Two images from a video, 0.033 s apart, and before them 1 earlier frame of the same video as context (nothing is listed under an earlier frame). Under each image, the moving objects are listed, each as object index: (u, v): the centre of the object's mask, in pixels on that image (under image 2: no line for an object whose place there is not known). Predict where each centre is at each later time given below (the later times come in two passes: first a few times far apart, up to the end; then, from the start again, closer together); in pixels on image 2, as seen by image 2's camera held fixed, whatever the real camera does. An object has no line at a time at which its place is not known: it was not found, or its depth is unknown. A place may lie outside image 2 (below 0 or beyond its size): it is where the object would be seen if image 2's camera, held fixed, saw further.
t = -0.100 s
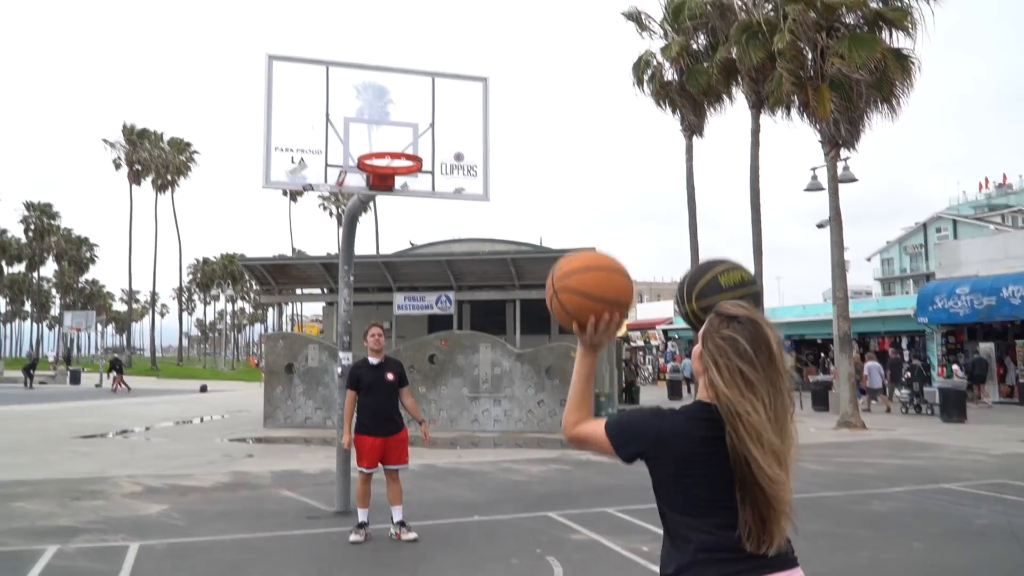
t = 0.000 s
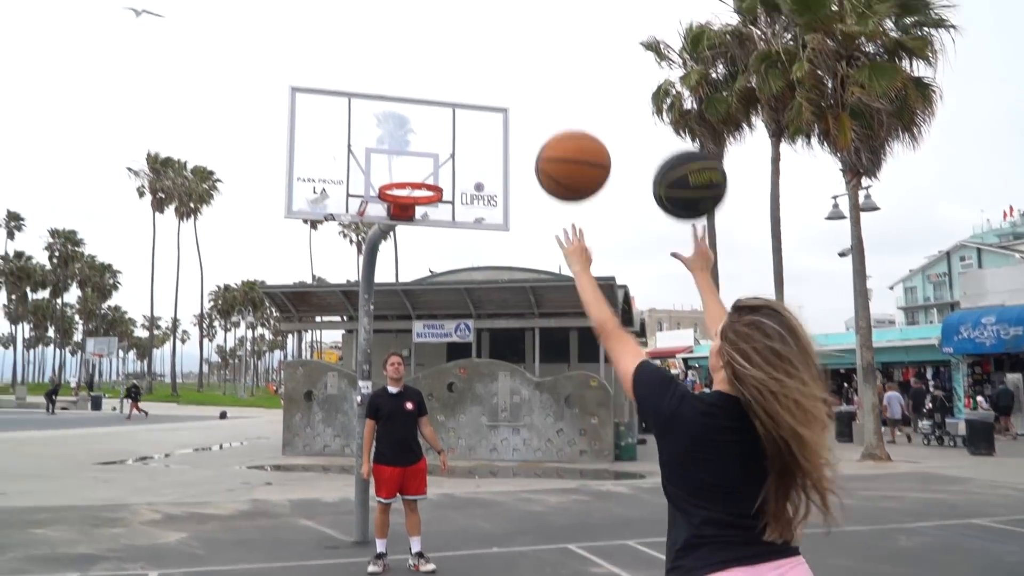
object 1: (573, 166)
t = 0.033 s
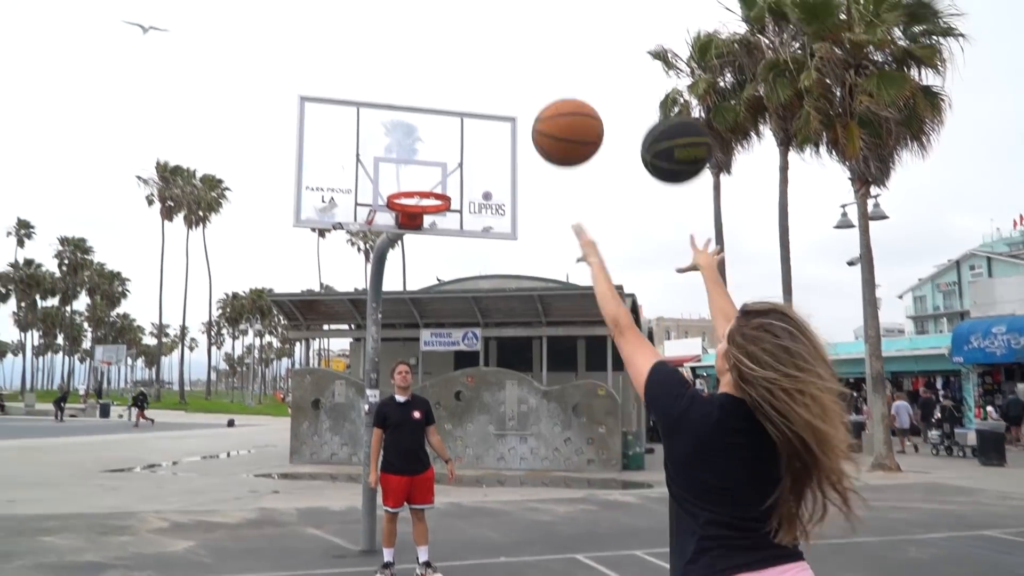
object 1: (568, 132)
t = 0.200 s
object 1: (518, 7)
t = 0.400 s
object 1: (481, -27)
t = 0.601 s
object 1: (456, 11)
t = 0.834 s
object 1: (434, 112)
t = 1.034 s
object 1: (420, 226)
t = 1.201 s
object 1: (399, 329)
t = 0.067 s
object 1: (555, 97)
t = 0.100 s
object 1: (545, 67)
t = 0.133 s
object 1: (535, 43)
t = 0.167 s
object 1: (526, 23)
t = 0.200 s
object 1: (518, 7)
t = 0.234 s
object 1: (511, -5)
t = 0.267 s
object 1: (504, -14)
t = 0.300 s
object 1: (498, -21)
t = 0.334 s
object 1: (492, -25)
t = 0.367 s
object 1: (487, -27)
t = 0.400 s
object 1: (481, -27)
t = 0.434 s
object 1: (477, -25)
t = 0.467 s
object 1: (472, -21)
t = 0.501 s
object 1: (468, -15)
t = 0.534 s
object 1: (463, -8)
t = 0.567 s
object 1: (459, 0)
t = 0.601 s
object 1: (456, 11)
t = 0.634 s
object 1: (452, 22)
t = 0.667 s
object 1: (448, 35)
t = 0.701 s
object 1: (445, 48)
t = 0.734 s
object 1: (442, 63)
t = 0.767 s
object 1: (439, 79)
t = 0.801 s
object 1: (437, 94)
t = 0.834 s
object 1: (434, 112)
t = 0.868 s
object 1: (432, 129)
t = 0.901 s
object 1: (430, 148)
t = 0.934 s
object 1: (428, 167)
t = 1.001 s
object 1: (425, 208)
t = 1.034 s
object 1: (420, 226)
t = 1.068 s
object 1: (415, 244)
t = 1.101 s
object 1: (411, 263)
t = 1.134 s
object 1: (407, 284)
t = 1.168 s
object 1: (403, 306)
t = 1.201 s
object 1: (399, 329)
